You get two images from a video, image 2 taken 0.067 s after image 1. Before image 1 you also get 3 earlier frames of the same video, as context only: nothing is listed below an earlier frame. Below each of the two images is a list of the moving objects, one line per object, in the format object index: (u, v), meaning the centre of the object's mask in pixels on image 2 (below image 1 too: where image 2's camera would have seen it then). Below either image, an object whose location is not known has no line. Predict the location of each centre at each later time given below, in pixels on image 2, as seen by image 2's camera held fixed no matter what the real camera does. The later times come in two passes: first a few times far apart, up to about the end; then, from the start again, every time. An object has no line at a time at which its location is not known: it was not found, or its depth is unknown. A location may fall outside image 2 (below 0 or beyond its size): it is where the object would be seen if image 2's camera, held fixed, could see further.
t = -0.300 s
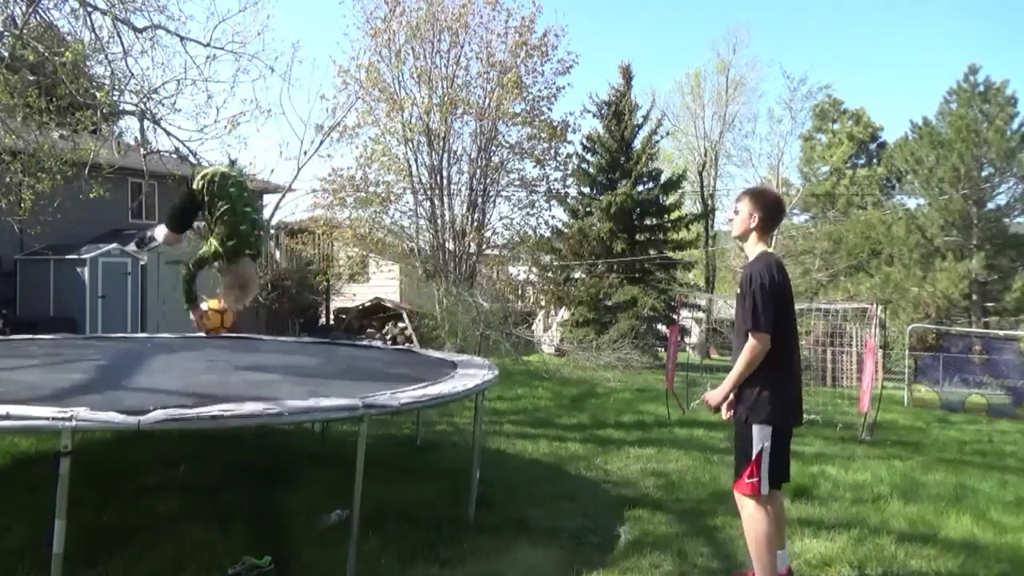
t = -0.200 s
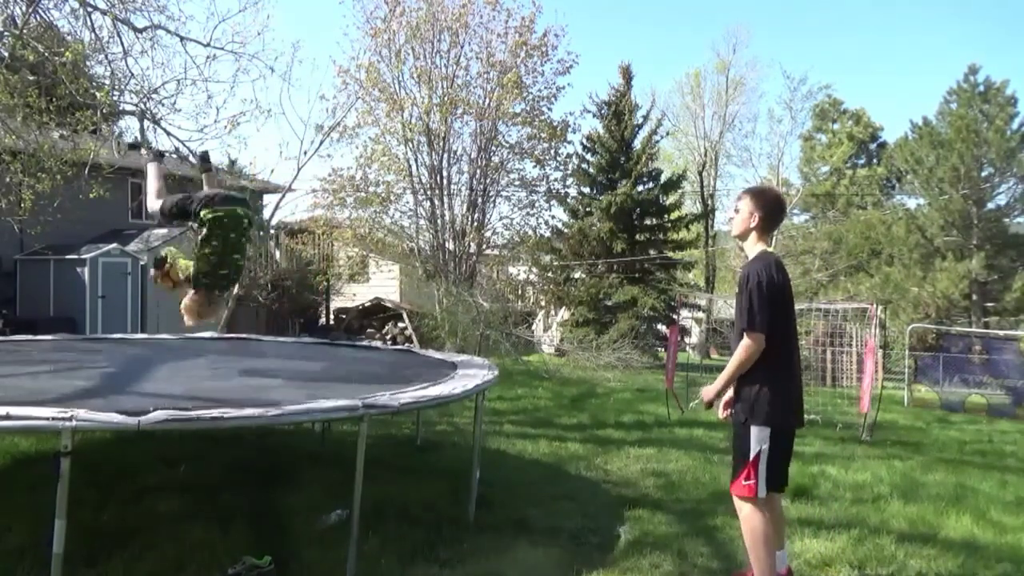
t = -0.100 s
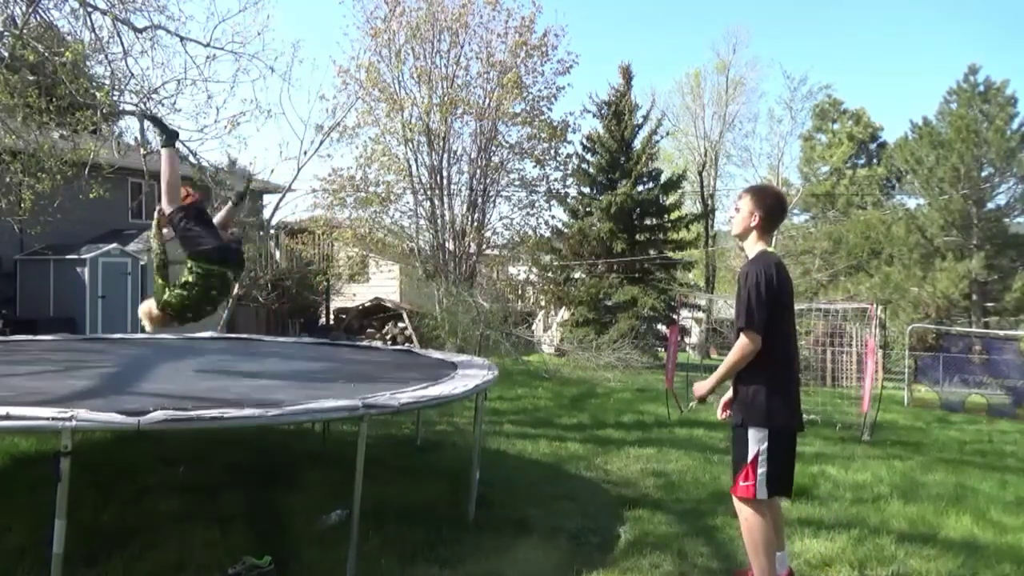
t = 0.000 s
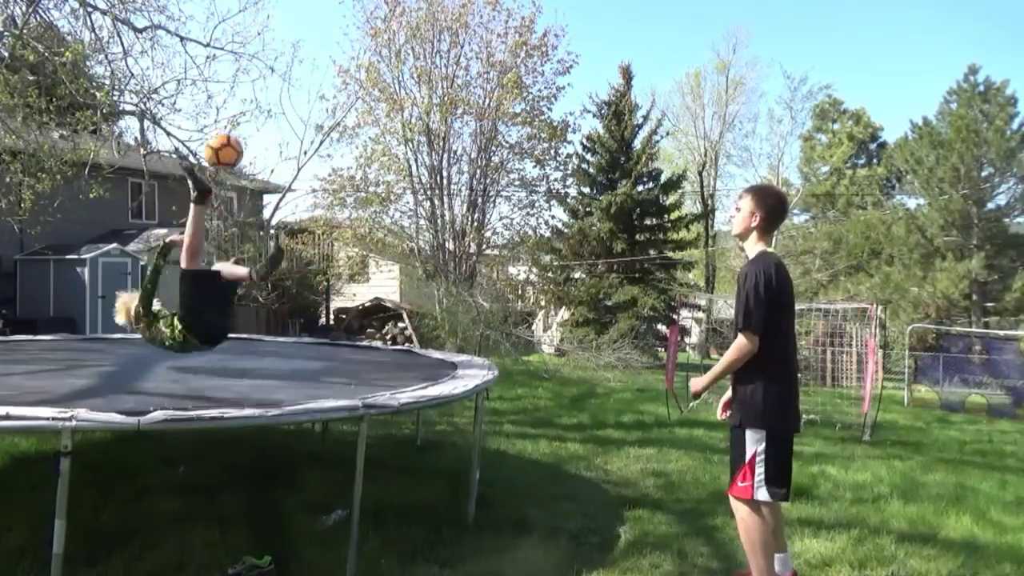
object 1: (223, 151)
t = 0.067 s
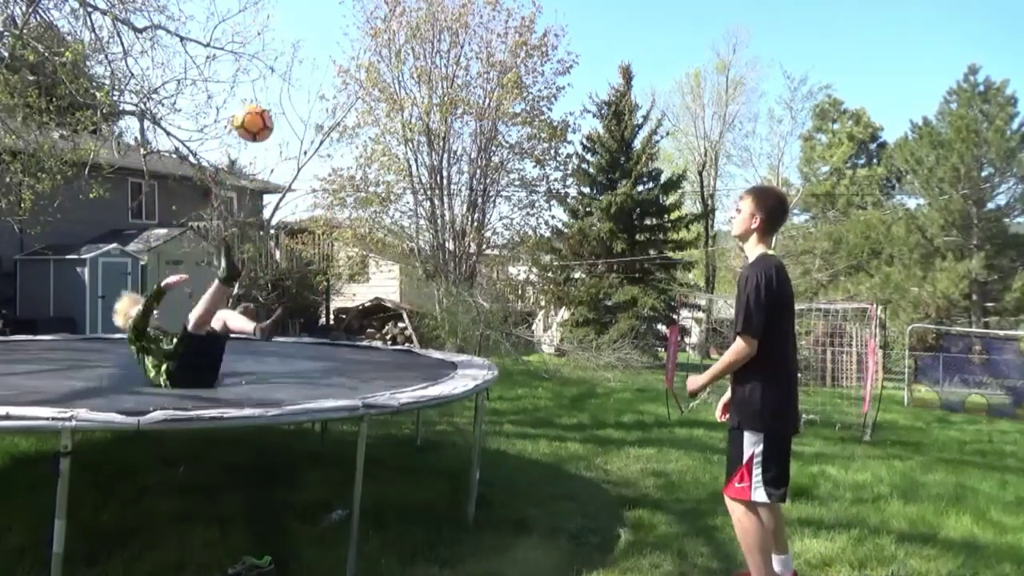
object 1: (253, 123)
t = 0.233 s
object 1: (335, 83)
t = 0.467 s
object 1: (466, 107)
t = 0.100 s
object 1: (269, 112)
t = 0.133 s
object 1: (284, 102)
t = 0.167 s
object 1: (300, 94)
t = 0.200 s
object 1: (318, 87)
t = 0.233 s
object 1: (335, 83)
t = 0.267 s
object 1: (352, 79)
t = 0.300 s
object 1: (369, 79)
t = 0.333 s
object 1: (388, 80)
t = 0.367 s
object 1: (407, 83)
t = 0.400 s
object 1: (426, 88)
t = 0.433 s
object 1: (446, 97)
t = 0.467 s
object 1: (466, 107)
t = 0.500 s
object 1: (489, 120)
